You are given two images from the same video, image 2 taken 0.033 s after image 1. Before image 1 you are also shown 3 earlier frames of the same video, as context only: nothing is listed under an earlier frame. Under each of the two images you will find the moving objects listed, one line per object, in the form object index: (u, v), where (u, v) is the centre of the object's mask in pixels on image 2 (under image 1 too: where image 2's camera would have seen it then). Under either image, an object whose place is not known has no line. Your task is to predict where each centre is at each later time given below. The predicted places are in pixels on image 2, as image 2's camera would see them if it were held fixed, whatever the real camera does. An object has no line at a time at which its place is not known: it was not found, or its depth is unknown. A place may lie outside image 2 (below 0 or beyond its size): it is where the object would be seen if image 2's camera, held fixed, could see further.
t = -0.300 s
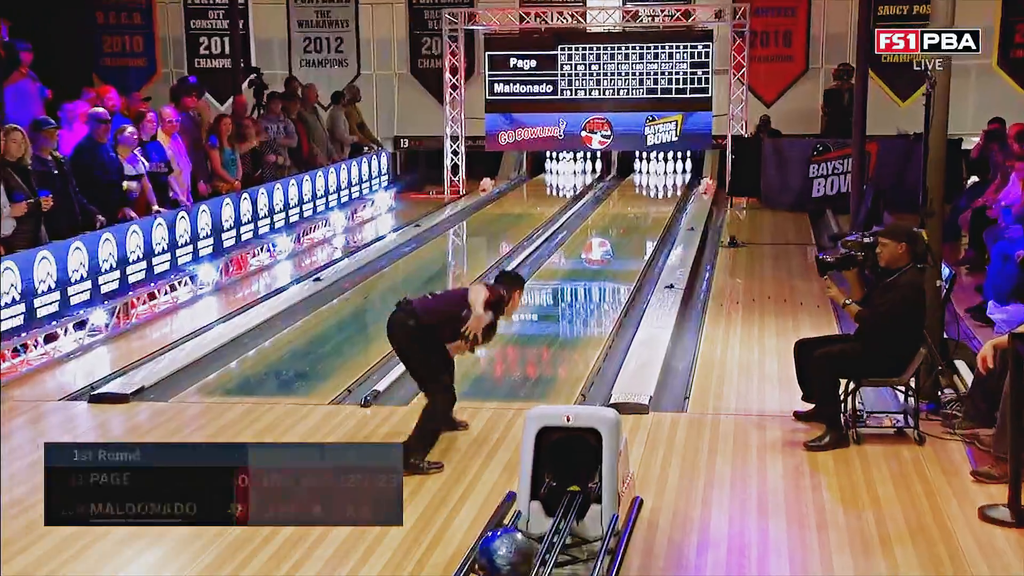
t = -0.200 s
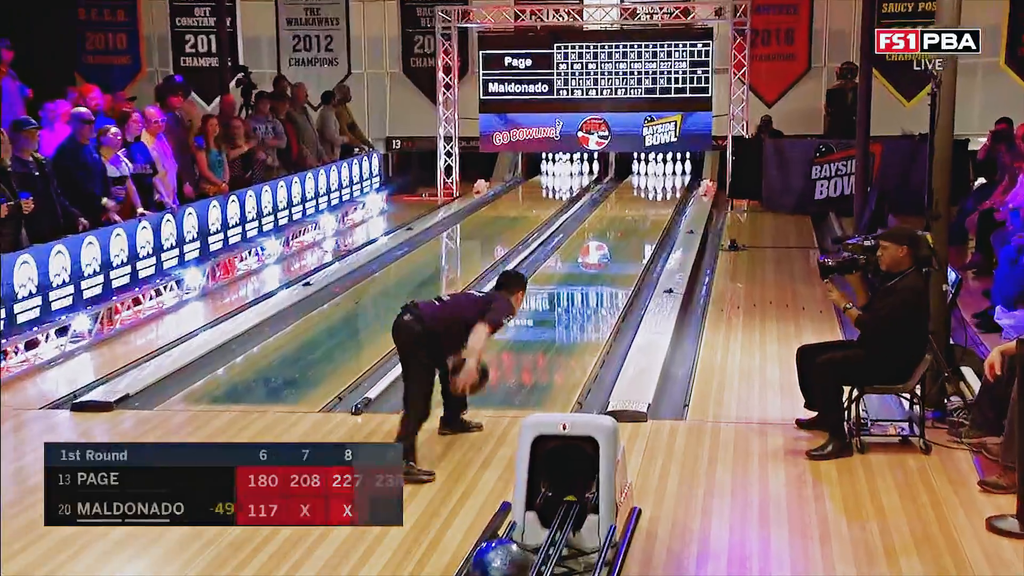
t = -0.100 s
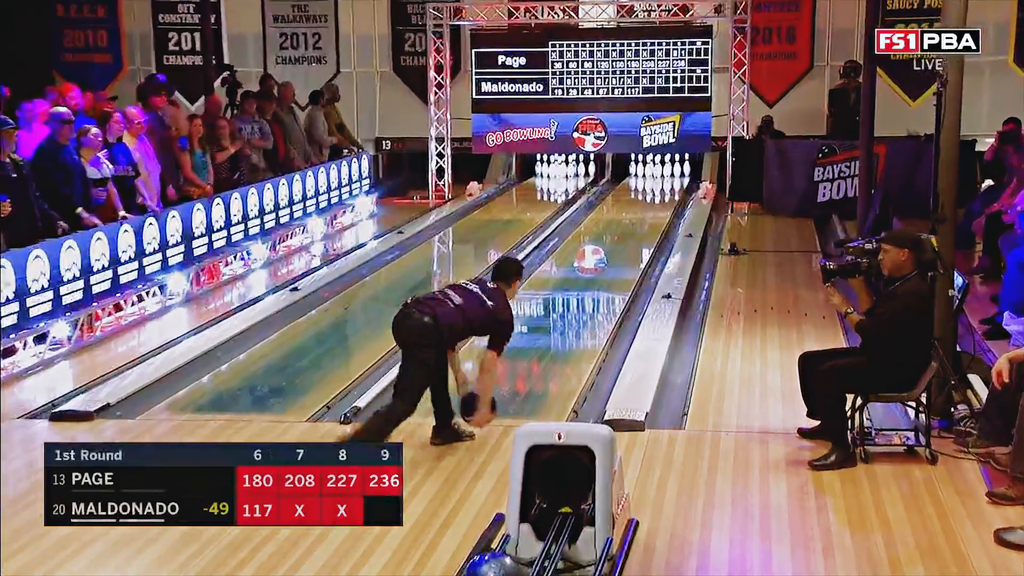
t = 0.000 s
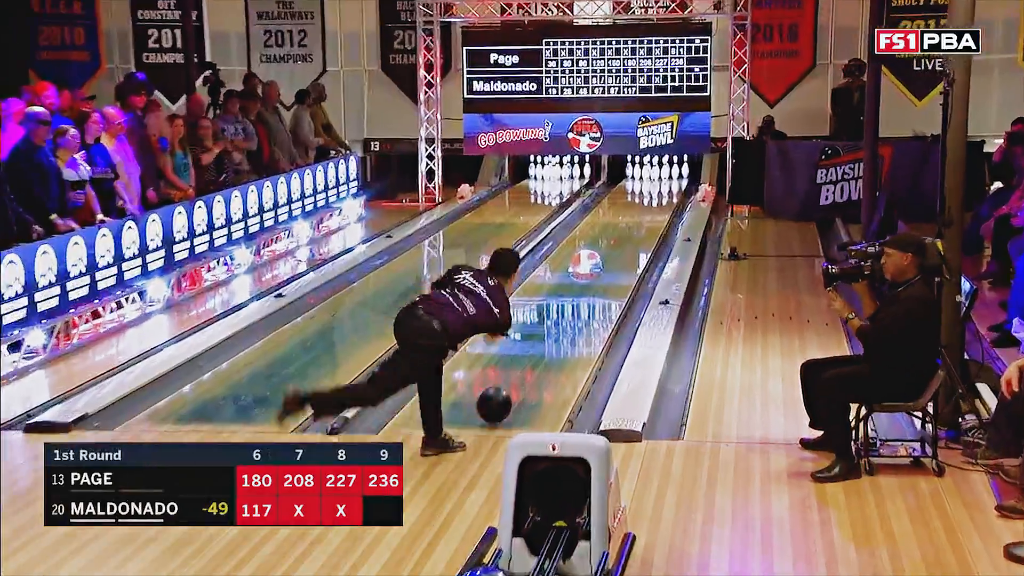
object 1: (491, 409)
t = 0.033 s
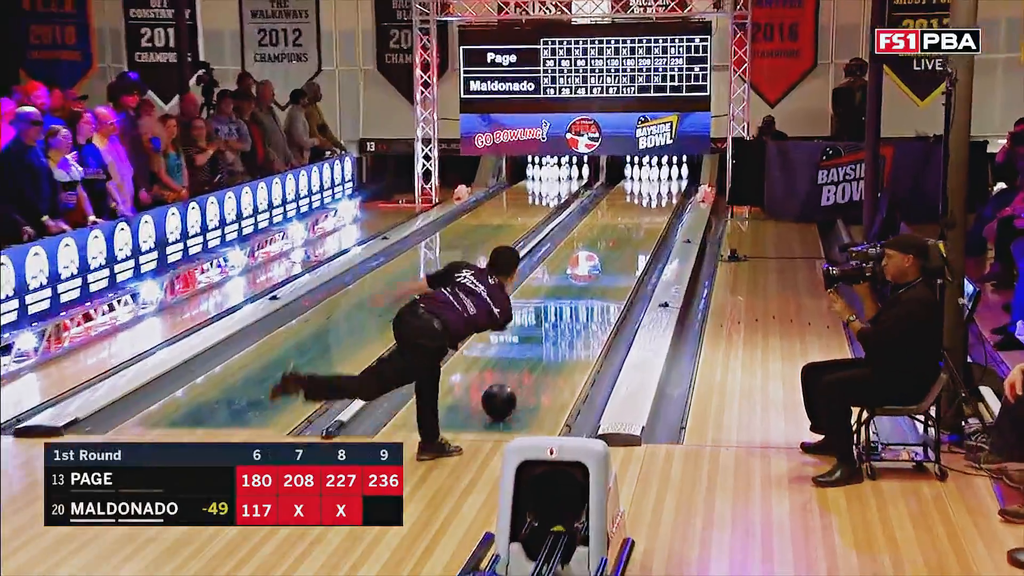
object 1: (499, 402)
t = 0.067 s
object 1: (506, 392)
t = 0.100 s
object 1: (513, 384)
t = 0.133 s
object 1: (520, 376)
